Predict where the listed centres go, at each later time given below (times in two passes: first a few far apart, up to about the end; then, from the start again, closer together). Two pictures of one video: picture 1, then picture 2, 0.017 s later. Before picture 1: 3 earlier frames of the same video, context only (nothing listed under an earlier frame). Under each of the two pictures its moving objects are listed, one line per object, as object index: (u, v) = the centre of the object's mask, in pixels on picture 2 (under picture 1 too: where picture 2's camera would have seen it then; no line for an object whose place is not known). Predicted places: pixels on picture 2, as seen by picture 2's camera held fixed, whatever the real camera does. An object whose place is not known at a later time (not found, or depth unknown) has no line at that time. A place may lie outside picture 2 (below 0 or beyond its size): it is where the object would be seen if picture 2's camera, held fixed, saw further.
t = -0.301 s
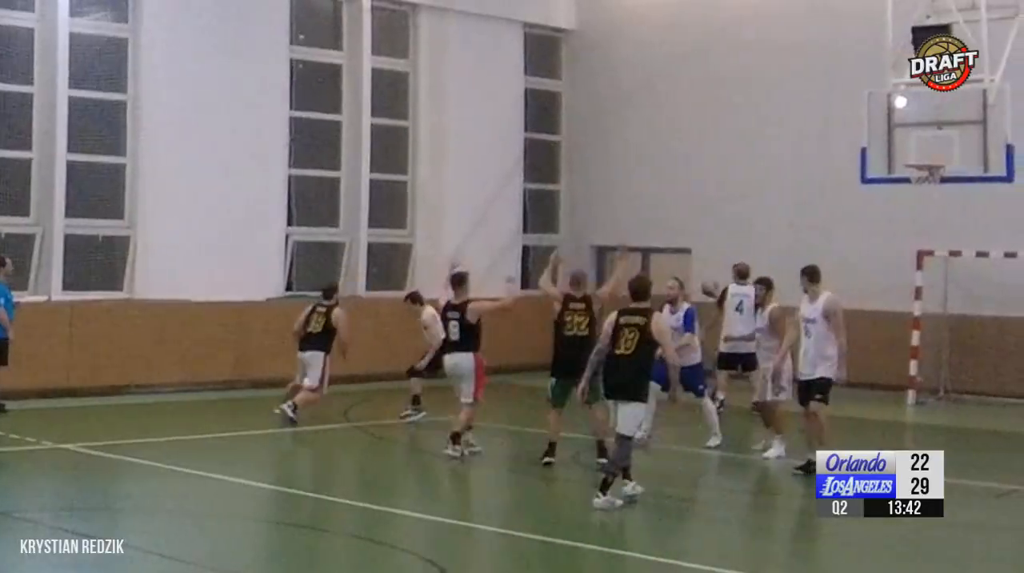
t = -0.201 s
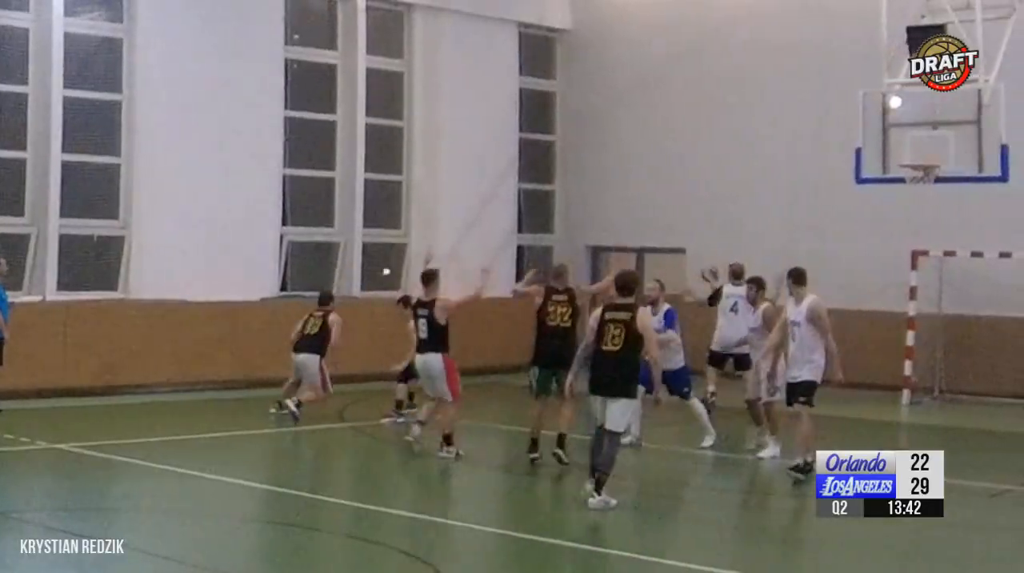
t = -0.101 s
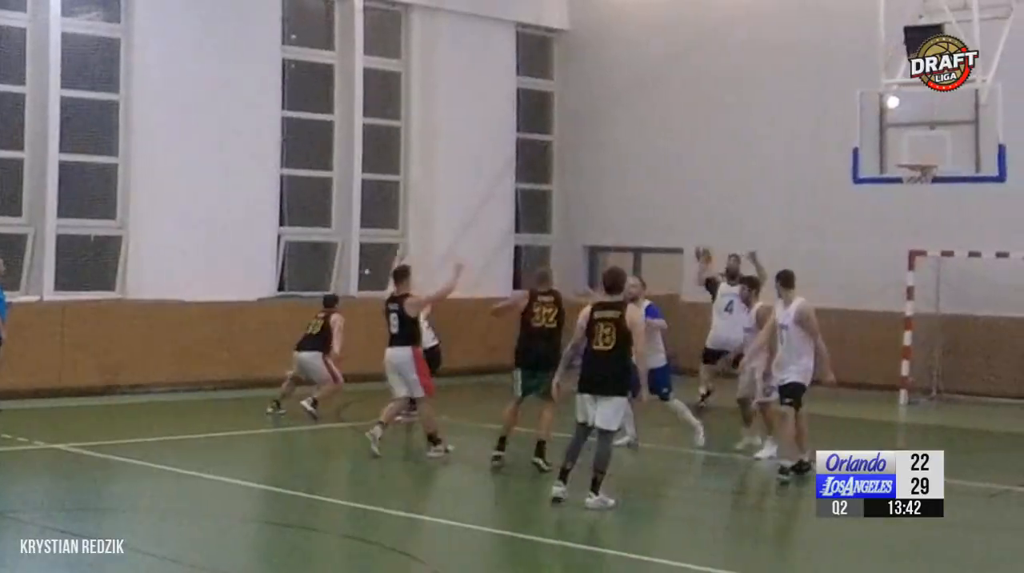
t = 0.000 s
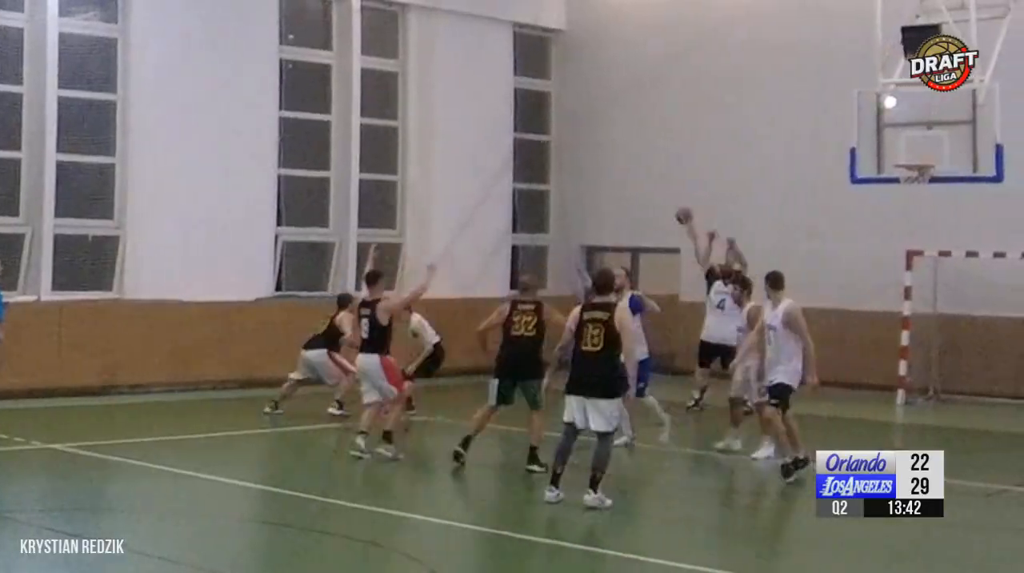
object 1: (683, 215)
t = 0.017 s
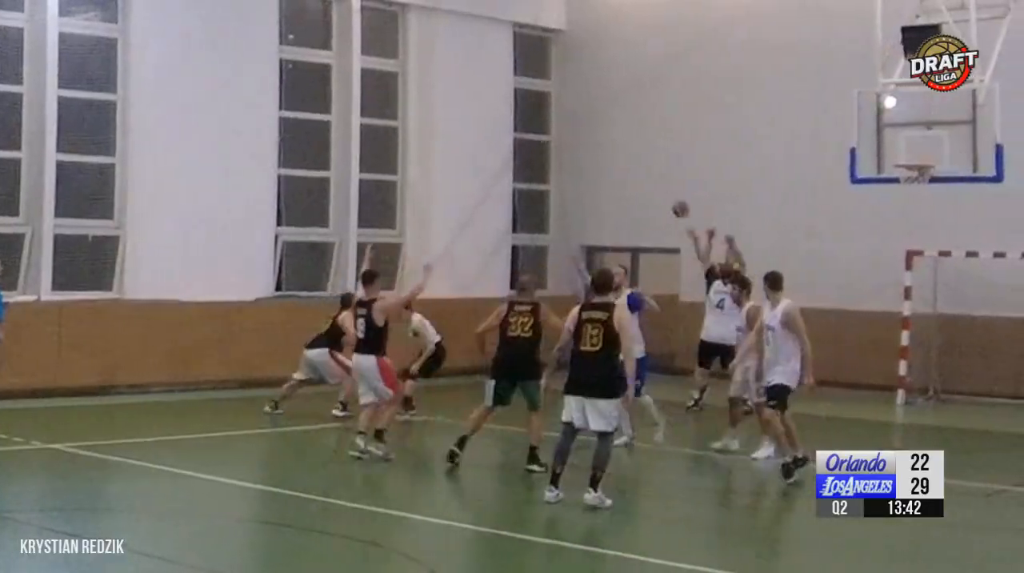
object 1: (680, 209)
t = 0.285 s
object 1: (611, 119)
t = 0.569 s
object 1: (521, 75)
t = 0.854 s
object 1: (419, 95)
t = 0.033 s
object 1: (676, 202)
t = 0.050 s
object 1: (672, 195)
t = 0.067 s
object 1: (668, 189)
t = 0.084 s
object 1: (664, 183)
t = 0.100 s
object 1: (661, 176)
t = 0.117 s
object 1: (655, 171)
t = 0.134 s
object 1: (652, 165)
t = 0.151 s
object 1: (647, 159)
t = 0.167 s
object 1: (642, 154)
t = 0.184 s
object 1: (638, 149)
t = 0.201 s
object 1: (633, 145)
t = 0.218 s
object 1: (629, 139)
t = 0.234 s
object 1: (625, 134)
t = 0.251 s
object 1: (620, 128)
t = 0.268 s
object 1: (615, 124)
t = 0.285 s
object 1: (611, 119)
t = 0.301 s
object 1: (606, 116)
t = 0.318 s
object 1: (602, 113)
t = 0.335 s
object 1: (597, 109)
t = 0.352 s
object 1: (591, 105)
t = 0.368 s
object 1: (586, 102)
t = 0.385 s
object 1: (581, 98)
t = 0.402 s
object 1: (576, 95)
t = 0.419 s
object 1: (571, 93)
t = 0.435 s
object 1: (566, 90)
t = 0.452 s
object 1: (560, 89)
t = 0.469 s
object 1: (555, 86)
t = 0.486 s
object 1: (550, 83)
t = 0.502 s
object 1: (544, 81)
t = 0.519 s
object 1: (539, 79)
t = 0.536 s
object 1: (534, 77)
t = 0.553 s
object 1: (527, 75)
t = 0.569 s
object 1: (521, 75)
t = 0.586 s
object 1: (516, 75)
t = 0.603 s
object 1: (510, 75)
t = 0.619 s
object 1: (505, 74)
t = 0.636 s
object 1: (499, 73)
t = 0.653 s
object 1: (494, 74)
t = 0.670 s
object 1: (487, 74)
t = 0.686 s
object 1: (482, 75)
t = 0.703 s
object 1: (476, 75)
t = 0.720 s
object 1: (470, 78)
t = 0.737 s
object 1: (463, 79)
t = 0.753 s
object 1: (458, 80)
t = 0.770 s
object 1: (452, 82)
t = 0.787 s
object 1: (446, 83)
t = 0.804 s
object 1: (438, 86)
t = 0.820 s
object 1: (431, 88)
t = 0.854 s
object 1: (419, 95)
